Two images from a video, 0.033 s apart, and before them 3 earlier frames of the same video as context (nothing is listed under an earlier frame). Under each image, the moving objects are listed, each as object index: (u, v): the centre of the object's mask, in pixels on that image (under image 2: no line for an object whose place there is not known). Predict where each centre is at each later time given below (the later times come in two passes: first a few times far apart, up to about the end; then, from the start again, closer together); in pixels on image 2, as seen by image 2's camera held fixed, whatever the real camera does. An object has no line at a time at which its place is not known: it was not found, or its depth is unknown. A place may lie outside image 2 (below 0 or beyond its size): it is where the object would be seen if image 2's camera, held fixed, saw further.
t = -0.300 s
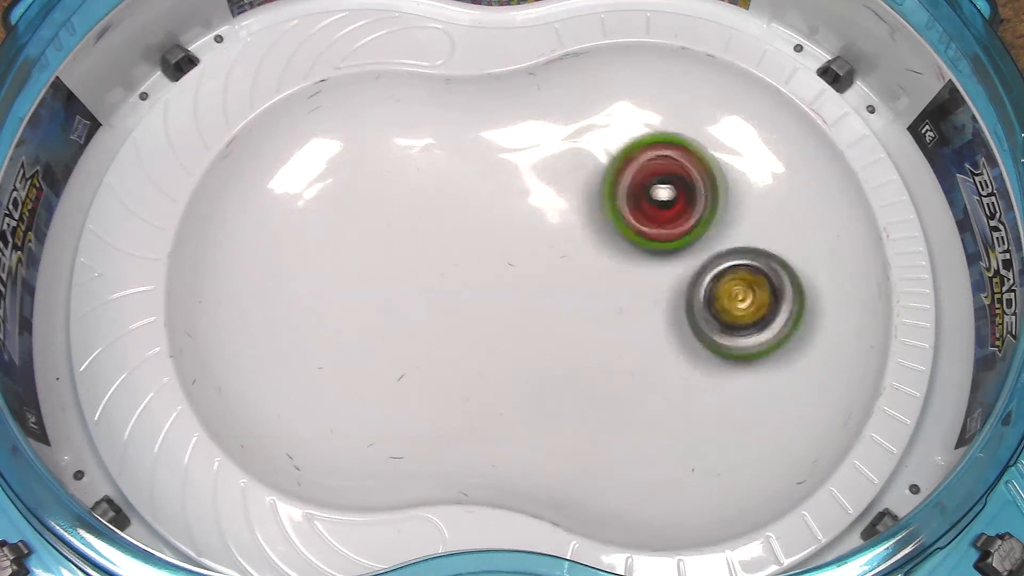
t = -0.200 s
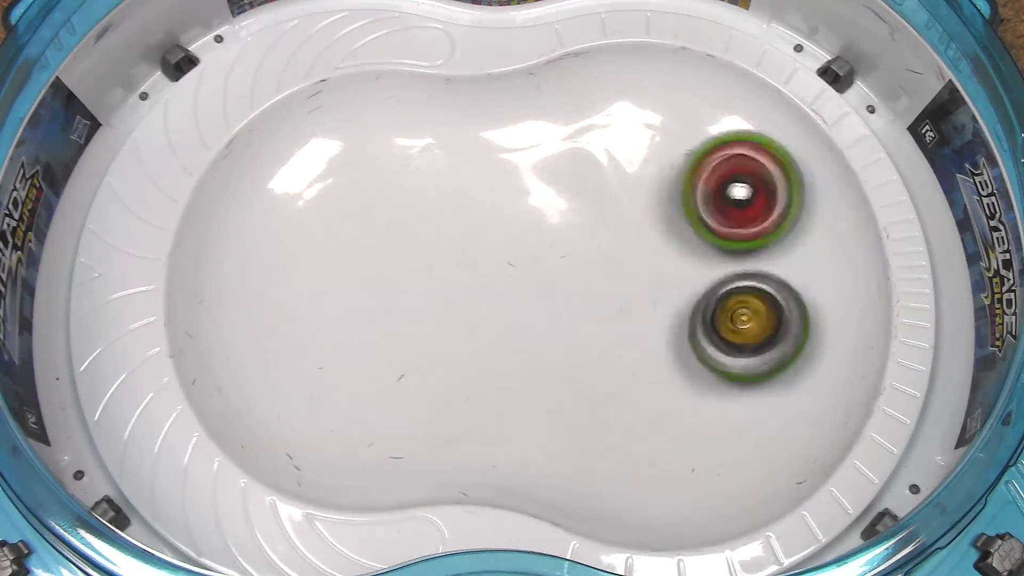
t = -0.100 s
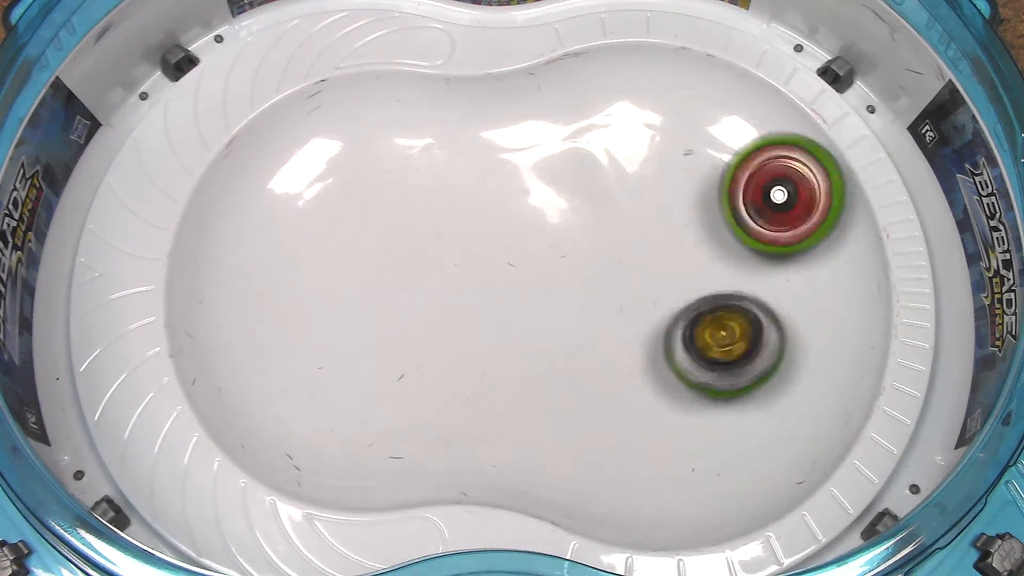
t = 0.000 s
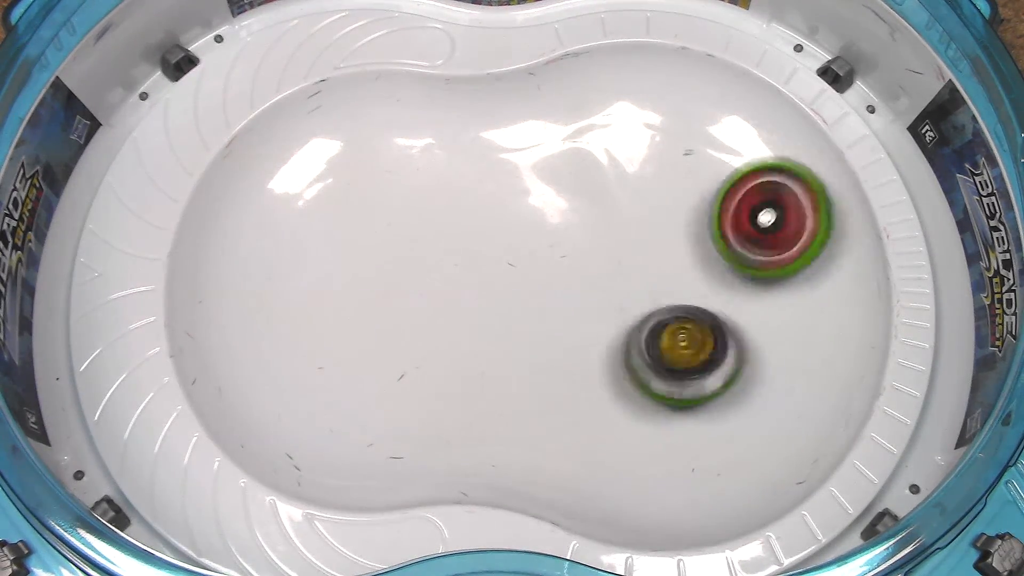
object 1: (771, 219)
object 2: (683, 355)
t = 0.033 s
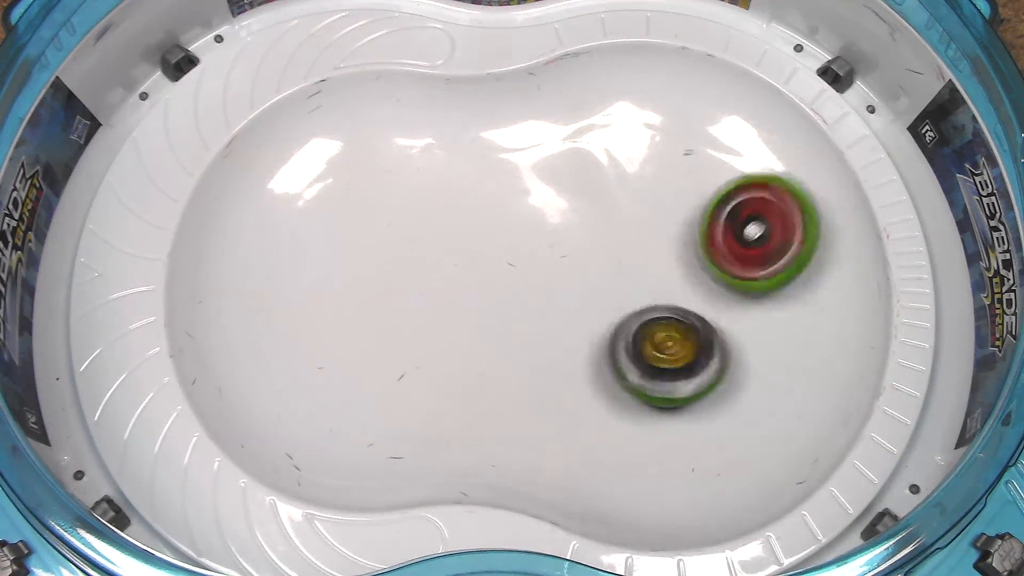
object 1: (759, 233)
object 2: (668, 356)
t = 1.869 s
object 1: (777, 364)
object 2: (560, 202)
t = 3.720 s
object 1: (499, 312)
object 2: (602, 223)
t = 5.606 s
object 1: (435, 346)
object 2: (559, 316)
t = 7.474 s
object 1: (693, 196)
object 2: (513, 316)
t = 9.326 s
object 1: (685, 265)
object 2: (541, 333)
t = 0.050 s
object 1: (752, 240)
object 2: (661, 357)
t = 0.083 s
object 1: (736, 256)
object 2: (644, 358)
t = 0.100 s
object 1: (729, 266)
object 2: (636, 357)
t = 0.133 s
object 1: (712, 286)
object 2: (618, 357)
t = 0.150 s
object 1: (710, 294)
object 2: (605, 357)
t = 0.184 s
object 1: (703, 312)
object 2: (584, 357)
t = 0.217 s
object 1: (693, 332)
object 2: (562, 353)
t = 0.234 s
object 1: (690, 342)
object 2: (553, 350)
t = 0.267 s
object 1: (678, 364)
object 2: (533, 341)
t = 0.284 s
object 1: (673, 374)
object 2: (523, 334)
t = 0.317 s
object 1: (661, 393)
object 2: (502, 322)
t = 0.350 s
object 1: (651, 410)
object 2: (481, 305)
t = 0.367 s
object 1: (647, 418)
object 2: (471, 298)
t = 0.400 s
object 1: (639, 429)
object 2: (448, 279)
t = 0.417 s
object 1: (635, 434)
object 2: (438, 269)
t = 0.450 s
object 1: (628, 440)
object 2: (418, 251)
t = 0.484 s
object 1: (622, 442)
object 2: (399, 231)
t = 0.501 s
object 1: (621, 442)
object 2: (389, 222)
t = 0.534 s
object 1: (617, 437)
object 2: (368, 201)
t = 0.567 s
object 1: (615, 431)
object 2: (350, 185)
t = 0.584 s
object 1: (614, 426)
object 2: (339, 177)
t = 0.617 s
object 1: (611, 413)
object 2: (320, 164)
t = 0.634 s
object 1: (609, 406)
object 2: (310, 162)
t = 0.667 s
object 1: (604, 390)
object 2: (291, 157)
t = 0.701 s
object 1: (599, 370)
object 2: (279, 163)
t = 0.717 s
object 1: (596, 360)
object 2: (274, 167)
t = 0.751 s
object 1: (591, 336)
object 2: (269, 180)
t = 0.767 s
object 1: (589, 323)
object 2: (268, 190)
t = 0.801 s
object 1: (582, 296)
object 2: (272, 207)
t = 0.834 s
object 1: (575, 268)
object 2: (286, 226)
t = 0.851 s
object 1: (572, 254)
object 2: (292, 235)
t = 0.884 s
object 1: (567, 225)
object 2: (313, 247)
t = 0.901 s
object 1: (563, 212)
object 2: (324, 255)
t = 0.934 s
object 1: (556, 185)
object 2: (346, 264)
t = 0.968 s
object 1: (546, 161)
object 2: (372, 275)
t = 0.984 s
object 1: (543, 150)
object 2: (385, 280)
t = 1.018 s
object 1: (537, 130)
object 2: (414, 291)
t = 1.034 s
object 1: (535, 122)
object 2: (426, 298)
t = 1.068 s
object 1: (529, 108)
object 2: (453, 309)
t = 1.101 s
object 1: (521, 105)
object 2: (485, 325)
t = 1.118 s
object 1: (517, 107)
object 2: (499, 332)
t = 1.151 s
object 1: (508, 119)
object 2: (533, 345)
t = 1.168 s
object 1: (506, 128)
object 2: (549, 351)
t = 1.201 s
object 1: (500, 147)
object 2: (584, 363)
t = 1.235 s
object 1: (498, 170)
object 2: (621, 378)
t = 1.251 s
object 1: (498, 181)
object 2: (640, 385)
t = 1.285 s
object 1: (499, 207)
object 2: (678, 395)
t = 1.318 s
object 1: (505, 232)
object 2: (711, 397)
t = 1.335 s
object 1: (509, 243)
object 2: (729, 396)
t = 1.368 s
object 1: (521, 266)
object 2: (762, 391)
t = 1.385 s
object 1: (528, 276)
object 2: (776, 385)
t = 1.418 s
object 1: (548, 298)
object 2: (802, 371)
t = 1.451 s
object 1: (570, 320)
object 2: (820, 352)
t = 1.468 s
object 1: (582, 334)
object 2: (825, 341)
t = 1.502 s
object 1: (606, 357)
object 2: (829, 316)
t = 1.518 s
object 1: (619, 370)
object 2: (828, 303)
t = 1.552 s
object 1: (644, 393)
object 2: (819, 279)
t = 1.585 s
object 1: (668, 414)
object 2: (803, 260)
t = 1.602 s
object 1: (682, 422)
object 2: (792, 251)
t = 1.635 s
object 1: (707, 434)
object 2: (770, 236)
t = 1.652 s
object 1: (720, 438)
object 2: (755, 230)
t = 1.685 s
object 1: (743, 441)
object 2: (726, 220)
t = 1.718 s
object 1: (763, 438)
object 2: (696, 212)
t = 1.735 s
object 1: (770, 432)
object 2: (681, 209)
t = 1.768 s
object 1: (782, 418)
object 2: (651, 204)
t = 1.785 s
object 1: (785, 410)
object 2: (634, 202)
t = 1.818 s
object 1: (786, 391)
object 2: (605, 200)
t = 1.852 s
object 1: (781, 372)
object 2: (576, 201)
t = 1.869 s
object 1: (777, 364)
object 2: (560, 202)
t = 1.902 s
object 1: (764, 347)
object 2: (529, 203)
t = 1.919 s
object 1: (756, 339)
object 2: (514, 205)
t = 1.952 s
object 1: (738, 325)
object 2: (482, 205)
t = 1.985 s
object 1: (717, 311)
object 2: (455, 206)
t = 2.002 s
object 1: (708, 304)
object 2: (442, 207)
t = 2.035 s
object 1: (686, 291)
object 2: (414, 208)
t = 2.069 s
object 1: (664, 277)
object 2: (389, 210)
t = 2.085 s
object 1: (652, 269)
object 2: (376, 212)
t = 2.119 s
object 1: (633, 257)
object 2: (352, 213)
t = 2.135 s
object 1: (623, 249)
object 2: (340, 216)
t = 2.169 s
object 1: (603, 234)
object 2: (317, 221)
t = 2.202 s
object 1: (584, 219)
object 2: (297, 230)
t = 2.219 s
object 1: (575, 211)
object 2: (288, 235)
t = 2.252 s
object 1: (556, 197)
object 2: (274, 244)
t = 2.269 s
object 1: (545, 190)
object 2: (267, 253)
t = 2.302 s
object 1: (525, 176)
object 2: (257, 268)
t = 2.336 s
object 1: (504, 164)
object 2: (257, 285)
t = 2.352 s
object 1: (495, 160)
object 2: (256, 292)
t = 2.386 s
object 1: (474, 152)
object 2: (262, 306)
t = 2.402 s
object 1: (465, 150)
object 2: (268, 314)
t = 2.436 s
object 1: (445, 145)
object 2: (280, 327)
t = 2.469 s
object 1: (426, 144)
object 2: (299, 336)
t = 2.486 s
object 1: (418, 144)
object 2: (310, 341)
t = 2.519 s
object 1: (400, 147)
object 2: (329, 343)
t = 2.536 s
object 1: (392, 147)
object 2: (343, 344)
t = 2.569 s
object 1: (377, 152)
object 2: (366, 346)
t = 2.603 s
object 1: (364, 156)
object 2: (390, 341)
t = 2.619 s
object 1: (358, 158)
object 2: (405, 341)
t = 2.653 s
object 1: (349, 166)
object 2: (427, 340)
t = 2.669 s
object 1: (344, 173)
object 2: (440, 337)
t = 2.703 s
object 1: (337, 183)
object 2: (468, 335)
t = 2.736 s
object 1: (331, 197)
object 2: (493, 331)
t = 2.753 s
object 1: (329, 204)
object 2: (507, 330)
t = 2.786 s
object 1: (325, 219)
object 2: (532, 329)
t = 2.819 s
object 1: (324, 237)
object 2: (561, 324)
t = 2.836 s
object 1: (323, 246)
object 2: (575, 325)
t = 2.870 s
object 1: (325, 262)
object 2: (600, 322)
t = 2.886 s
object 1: (325, 271)
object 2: (614, 321)
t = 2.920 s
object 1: (327, 287)
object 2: (641, 322)
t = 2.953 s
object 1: (330, 302)
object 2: (668, 318)
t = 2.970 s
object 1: (333, 311)
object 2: (681, 317)
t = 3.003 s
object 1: (337, 325)
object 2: (706, 312)
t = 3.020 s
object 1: (341, 333)
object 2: (720, 308)
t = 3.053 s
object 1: (346, 345)
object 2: (743, 301)
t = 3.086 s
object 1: (354, 358)
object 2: (762, 290)
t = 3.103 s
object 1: (358, 362)
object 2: (772, 284)
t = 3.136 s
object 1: (367, 372)
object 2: (784, 274)
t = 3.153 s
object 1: (372, 376)
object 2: (788, 266)
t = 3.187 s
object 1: (384, 381)
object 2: (795, 254)
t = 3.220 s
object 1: (396, 384)
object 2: (792, 241)
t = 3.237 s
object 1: (403, 385)
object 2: (789, 234)
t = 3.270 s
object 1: (416, 384)
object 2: (782, 225)
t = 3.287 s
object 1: (423, 384)
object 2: (775, 221)
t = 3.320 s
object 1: (437, 381)
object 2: (760, 215)
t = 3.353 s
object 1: (451, 377)
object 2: (741, 215)
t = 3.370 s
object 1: (458, 372)
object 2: (729, 215)
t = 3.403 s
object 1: (472, 367)
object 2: (709, 216)
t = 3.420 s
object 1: (479, 362)
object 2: (696, 219)
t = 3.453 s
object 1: (494, 355)
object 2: (671, 223)
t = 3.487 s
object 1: (507, 345)
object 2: (648, 230)
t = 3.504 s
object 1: (513, 341)
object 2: (637, 233)
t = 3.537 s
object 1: (524, 330)
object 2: (614, 241)
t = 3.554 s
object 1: (524, 327)
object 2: (606, 244)
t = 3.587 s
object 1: (511, 328)
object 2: (608, 236)
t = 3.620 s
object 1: (502, 324)
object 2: (611, 230)
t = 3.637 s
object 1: (502, 321)
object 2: (610, 230)
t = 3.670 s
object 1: (504, 319)
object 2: (606, 226)
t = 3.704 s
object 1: (501, 315)
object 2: (604, 224)
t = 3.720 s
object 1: (499, 312)
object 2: (602, 223)
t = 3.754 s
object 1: (500, 306)
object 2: (600, 223)
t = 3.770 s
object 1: (500, 304)
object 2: (600, 223)
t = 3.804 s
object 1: (498, 297)
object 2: (600, 225)
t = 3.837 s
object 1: (498, 289)
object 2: (601, 231)
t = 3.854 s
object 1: (497, 285)
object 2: (603, 233)
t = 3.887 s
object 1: (482, 281)
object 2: (621, 239)
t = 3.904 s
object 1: (475, 280)
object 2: (630, 241)
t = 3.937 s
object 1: (460, 276)
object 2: (644, 248)
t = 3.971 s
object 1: (452, 269)
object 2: (659, 253)
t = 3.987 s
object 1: (447, 266)
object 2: (667, 255)
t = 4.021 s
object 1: (440, 260)
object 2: (682, 260)
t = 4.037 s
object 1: (436, 256)
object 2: (690, 265)
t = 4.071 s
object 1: (428, 248)
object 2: (699, 271)
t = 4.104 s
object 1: (423, 241)
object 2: (710, 274)
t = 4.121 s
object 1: (419, 236)
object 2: (717, 278)
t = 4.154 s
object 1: (415, 228)
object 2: (723, 286)
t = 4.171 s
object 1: (413, 225)
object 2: (724, 289)
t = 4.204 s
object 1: (409, 217)
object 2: (730, 292)
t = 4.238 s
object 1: (406, 211)
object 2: (731, 299)
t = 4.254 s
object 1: (404, 208)
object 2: (729, 302)
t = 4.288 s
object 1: (402, 203)
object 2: (727, 304)
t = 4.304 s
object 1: (401, 201)
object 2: (725, 307)
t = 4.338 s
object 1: (400, 197)
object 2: (718, 312)
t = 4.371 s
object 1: (398, 196)
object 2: (708, 314)
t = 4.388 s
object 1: (397, 196)
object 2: (704, 316)
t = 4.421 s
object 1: (396, 197)
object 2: (692, 320)
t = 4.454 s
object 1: (395, 199)
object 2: (677, 321)
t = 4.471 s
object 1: (395, 200)
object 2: (673, 322)
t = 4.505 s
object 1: (395, 206)
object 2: (657, 323)
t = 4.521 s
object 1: (395, 209)
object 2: (649, 323)
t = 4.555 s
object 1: (395, 216)
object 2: (636, 320)
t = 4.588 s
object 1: (396, 225)
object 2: (622, 319)
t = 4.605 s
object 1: (397, 228)
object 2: (616, 317)
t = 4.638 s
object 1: (397, 240)
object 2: (602, 311)
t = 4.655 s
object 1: (398, 246)
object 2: (598, 309)
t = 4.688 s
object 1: (399, 256)
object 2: (584, 303)
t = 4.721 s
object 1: (400, 268)
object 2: (571, 294)
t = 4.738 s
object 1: (401, 274)
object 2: (567, 290)
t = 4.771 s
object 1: (401, 286)
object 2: (557, 281)
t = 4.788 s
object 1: (401, 293)
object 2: (552, 277)
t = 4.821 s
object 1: (403, 303)
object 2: (543, 265)
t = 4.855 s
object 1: (404, 315)
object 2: (536, 256)
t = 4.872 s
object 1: (405, 319)
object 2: (532, 251)
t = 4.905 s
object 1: (405, 330)
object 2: (525, 241)
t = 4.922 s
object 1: (405, 334)
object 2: (523, 236)
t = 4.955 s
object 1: (408, 341)
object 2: (515, 228)
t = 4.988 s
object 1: (411, 348)
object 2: (509, 219)
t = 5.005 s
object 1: (413, 350)
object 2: (507, 215)
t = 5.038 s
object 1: (415, 355)
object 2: (501, 212)
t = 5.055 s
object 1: (417, 356)
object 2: (497, 209)
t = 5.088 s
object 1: (422, 357)
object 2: (491, 203)
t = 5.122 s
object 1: (426, 357)
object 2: (490, 204)
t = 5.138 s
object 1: (429, 355)
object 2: (486, 206)
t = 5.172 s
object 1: (434, 354)
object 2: (479, 207)
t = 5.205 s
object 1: (441, 349)
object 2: (479, 210)
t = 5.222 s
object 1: (444, 348)
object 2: (479, 214)
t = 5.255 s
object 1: (450, 342)
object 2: (475, 225)
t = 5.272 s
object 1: (454, 339)
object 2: (472, 228)
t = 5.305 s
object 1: (455, 337)
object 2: (476, 232)
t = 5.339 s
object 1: (449, 340)
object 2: (482, 237)
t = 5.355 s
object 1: (446, 340)
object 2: (486, 240)
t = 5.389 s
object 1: (442, 346)
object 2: (497, 244)
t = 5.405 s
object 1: (440, 349)
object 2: (503, 249)
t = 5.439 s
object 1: (440, 352)
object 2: (513, 258)
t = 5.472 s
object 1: (440, 357)
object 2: (521, 269)
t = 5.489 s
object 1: (439, 357)
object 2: (525, 275)
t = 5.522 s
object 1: (435, 357)
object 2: (534, 285)
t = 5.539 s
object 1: (434, 356)
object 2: (538, 290)
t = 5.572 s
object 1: (435, 351)
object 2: (549, 302)
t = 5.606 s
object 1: (435, 346)
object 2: (559, 316)
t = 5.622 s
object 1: (434, 343)
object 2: (563, 323)
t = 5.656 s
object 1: (434, 334)
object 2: (571, 334)
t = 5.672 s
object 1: (434, 330)
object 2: (576, 338)
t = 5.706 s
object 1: (436, 318)
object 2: (588, 348)
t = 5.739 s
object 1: (440, 310)
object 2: (603, 358)
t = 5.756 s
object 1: (441, 304)
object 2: (609, 365)
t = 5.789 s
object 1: (445, 292)
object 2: (619, 374)
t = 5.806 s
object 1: (448, 287)
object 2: (625, 377)
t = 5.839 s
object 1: (455, 276)
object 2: (639, 381)
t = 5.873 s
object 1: (463, 267)
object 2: (654, 387)
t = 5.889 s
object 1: (468, 263)
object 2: (659, 388)
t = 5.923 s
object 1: (476, 255)
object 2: (670, 388)
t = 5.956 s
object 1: (487, 249)
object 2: (681, 382)
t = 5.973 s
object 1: (493, 247)
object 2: (689, 380)
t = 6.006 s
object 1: (503, 244)
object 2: (699, 377)
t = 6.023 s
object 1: (509, 244)
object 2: (704, 373)
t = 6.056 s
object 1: (521, 245)
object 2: (710, 363)
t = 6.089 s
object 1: (533, 247)
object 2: (717, 350)
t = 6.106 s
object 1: (540, 250)
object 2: (721, 346)
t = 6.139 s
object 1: (553, 257)
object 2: (724, 334)
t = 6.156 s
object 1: (559, 261)
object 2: (725, 328)
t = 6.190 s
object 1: (573, 270)
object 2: (725, 314)
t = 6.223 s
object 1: (587, 282)
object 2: (726, 300)
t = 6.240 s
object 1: (594, 288)
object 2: (725, 292)
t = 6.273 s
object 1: (607, 302)
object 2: (724, 277)
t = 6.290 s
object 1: (612, 310)
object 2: (724, 270)
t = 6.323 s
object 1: (619, 322)
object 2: (724, 257)
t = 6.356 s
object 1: (629, 336)
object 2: (721, 245)
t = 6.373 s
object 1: (633, 343)
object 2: (718, 238)
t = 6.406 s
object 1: (640, 358)
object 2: (713, 223)
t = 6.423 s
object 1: (642, 364)
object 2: (711, 216)
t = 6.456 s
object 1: (647, 374)
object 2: (708, 205)
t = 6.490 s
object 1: (652, 384)
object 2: (701, 197)
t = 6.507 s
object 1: (654, 387)
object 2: (697, 192)
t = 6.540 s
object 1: (658, 394)
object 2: (686, 185)
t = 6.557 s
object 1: (659, 396)
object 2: (682, 181)
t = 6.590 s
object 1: (661, 399)
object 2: (674, 177)
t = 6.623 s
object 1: (664, 400)
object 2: (664, 175)
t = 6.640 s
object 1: (666, 399)
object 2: (659, 175)
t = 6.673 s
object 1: (667, 396)
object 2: (646, 175)
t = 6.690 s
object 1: (668, 393)
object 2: (642, 175)
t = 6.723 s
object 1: (669, 388)
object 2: (631, 179)
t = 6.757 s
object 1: (669, 379)
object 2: (622, 186)
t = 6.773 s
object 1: (671, 373)
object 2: (617, 190)
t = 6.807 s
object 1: (673, 363)
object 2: (608, 198)
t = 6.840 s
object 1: (675, 351)
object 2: (599, 210)
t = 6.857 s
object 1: (677, 344)
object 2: (594, 215)
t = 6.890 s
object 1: (681, 332)
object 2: (585, 227)
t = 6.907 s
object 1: (682, 324)
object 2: (581, 231)
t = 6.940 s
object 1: (688, 309)
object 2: (577, 242)
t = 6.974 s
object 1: (693, 295)
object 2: (570, 255)
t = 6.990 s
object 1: (695, 287)
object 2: (567, 261)
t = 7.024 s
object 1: (703, 272)
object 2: (560, 271)
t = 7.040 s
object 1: (706, 267)
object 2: (558, 276)
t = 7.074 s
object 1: (711, 254)
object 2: (553, 288)
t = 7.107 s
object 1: (718, 240)
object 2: (546, 297)
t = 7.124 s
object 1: (721, 234)
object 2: (543, 303)
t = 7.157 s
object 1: (726, 223)
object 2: (538, 309)
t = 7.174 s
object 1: (729, 218)
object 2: (536, 314)
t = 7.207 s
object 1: (732, 210)
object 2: (528, 321)
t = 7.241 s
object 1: (732, 202)
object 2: (525, 324)
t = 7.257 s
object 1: (733, 198)
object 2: (523, 326)
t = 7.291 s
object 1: (732, 194)
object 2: (522, 329)
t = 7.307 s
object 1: (731, 192)
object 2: (520, 331)
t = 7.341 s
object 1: (728, 190)
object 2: (514, 330)
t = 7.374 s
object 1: (722, 190)
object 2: (512, 327)
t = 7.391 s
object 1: (717, 190)
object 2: (512, 324)
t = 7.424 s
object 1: (709, 191)
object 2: (515, 323)
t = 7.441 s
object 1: (704, 193)
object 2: (514, 321)
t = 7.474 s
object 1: (693, 196)
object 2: (513, 316)
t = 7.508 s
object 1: (681, 200)
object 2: (512, 308)
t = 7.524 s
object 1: (674, 203)
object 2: (513, 303)
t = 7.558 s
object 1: (659, 208)
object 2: (517, 298)
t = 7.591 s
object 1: (646, 213)
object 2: (521, 291)
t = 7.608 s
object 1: (638, 215)
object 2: (523, 289)
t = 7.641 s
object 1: (622, 220)
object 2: (525, 283)
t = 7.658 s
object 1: (619, 221)
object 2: (524, 280)
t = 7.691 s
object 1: (628, 226)
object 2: (510, 276)
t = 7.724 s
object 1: (631, 229)
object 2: (501, 270)
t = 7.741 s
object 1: (634, 231)
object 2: (499, 268)
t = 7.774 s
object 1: (636, 236)
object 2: (494, 263)
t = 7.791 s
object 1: (636, 237)
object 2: (492, 260)
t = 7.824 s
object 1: (637, 238)
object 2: (491, 257)
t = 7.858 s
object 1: (641, 239)
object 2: (487, 253)
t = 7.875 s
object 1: (642, 240)
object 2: (485, 251)
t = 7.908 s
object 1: (648, 246)
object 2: (483, 247)
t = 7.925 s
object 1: (649, 250)
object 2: (482, 244)
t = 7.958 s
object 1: (648, 258)
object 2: (482, 238)
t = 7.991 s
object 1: (646, 262)
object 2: (485, 237)
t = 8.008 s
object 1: (647, 262)
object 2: (486, 236)
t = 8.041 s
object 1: (648, 267)
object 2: (489, 238)
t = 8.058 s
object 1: (648, 271)
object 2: (490, 239)
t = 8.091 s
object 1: (646, 278)
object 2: (490, 243)
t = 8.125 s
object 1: (641, 283)
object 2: (491, 247)
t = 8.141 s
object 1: (639, 285)
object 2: (491, 249)
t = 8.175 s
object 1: (636, 289)
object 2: (493, 252)
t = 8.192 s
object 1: (635, 290)
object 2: (496, 255)
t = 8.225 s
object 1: (632, 295)
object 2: (502, 262)
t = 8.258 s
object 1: (629, 299)
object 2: (505, 269)
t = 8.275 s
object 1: (635, 311)
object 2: (499, 266)
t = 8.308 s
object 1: (637, 326)
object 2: (489, 261)
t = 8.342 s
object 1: (640, 334)
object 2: (482, 258)
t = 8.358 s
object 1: (641, 338)
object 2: (478, 255)
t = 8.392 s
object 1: (642, 343)
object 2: (470, 248)
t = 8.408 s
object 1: (643, 344)
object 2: (467, 247)
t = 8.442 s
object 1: (647, 348)
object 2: (464, 245)
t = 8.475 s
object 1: (650, 352)
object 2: (463, 245)
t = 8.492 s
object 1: (651, 353)
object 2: (463, 245)
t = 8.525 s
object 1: (652, 354)
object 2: (464, 246)
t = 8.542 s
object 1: (652, 355)
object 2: (465, 247)
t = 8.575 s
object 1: (650, 353)
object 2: (466, 250)
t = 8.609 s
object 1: (649, 348)
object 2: (467, 254)
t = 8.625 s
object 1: (651, 346)
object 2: (468, 255)
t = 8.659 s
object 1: (655, 341)
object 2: (471, 258)
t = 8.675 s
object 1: (657, 340)
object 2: (474, 259)
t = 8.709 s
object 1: (663, 336)
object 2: (480, 263)
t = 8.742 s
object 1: (668, 332)
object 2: (487, 268)
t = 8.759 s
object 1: (669, 329)
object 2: (490, 271)
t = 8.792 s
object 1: (673, 322)
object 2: (497, 278)
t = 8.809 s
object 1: (675, 318)
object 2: (500, 281)
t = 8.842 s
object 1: (682, 309)
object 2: (506, 288)
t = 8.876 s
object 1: (692, 302)
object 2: (511, 295)
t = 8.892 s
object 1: (696, 302)
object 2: (513, 300)
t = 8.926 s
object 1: (704, 300)
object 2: (517, 309)
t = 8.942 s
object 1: (707, 300)
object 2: (519, 313)
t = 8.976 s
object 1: (711, 298)
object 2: (523, 321)
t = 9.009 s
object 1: (712, 295)
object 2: (527, 330)
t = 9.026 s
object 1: (713, 293)
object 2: (529, 333)
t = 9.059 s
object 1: (715, 288)
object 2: (532, 339)
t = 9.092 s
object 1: (718, 285)
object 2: (536, 343)
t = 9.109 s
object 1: (718, 283)
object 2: (537, 344)
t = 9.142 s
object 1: (718, 284)
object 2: (539, 346)
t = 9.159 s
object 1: (717, 283)
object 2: (540, 346)
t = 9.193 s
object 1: (711, 281)
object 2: (542, 346)
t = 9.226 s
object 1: (704, 279)
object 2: (542, 344)
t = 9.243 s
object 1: (701, 278)
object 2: (542, 343)
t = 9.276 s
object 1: (694, 273)
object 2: (542, 340)
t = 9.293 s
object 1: (690, 271)
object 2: (542, 338)
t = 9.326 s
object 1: (685, 265)
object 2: (541, 333)
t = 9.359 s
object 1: (682, 260)
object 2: (542, 326)
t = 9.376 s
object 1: (680, 257)
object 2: (543, 322)
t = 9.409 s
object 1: (676, 250)
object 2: (547, 315)
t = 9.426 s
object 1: (673, 244)
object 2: (549, 311)
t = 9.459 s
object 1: (670, 237)
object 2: (557, 304)
